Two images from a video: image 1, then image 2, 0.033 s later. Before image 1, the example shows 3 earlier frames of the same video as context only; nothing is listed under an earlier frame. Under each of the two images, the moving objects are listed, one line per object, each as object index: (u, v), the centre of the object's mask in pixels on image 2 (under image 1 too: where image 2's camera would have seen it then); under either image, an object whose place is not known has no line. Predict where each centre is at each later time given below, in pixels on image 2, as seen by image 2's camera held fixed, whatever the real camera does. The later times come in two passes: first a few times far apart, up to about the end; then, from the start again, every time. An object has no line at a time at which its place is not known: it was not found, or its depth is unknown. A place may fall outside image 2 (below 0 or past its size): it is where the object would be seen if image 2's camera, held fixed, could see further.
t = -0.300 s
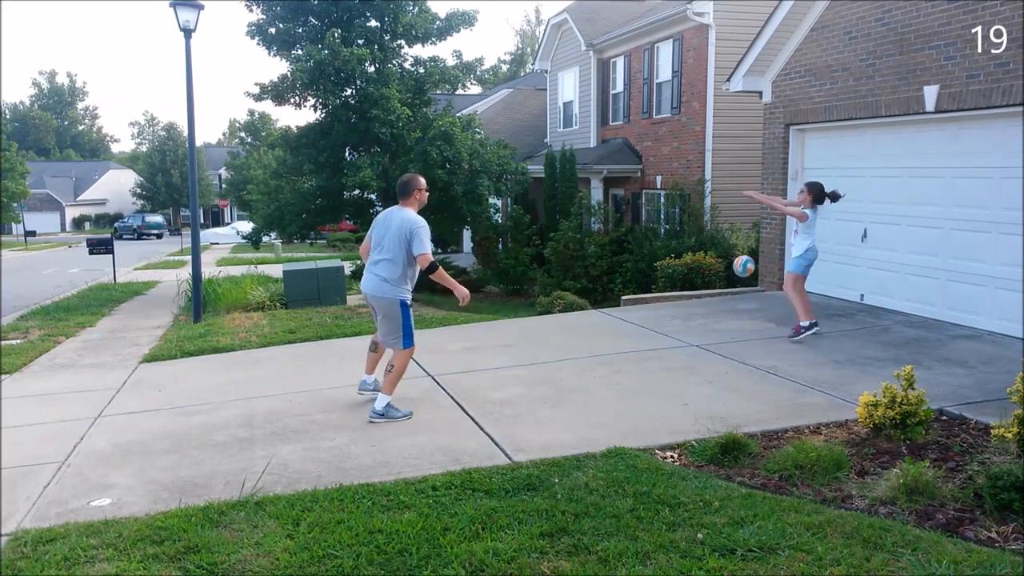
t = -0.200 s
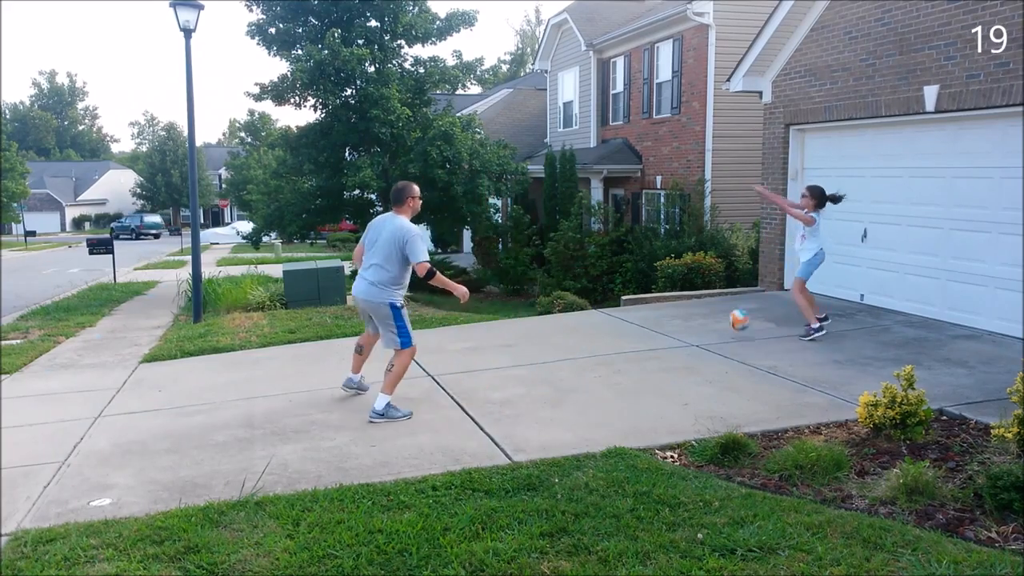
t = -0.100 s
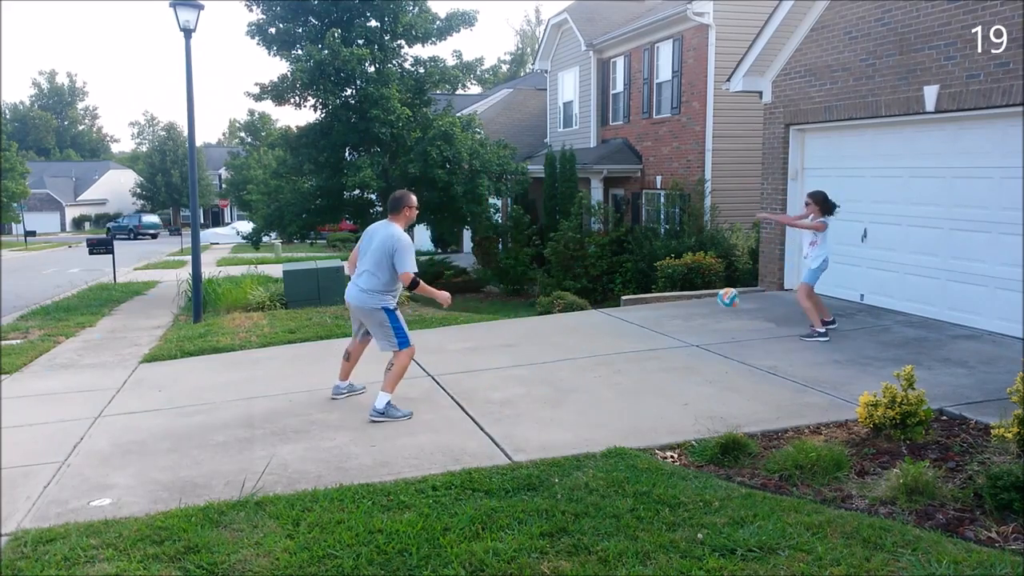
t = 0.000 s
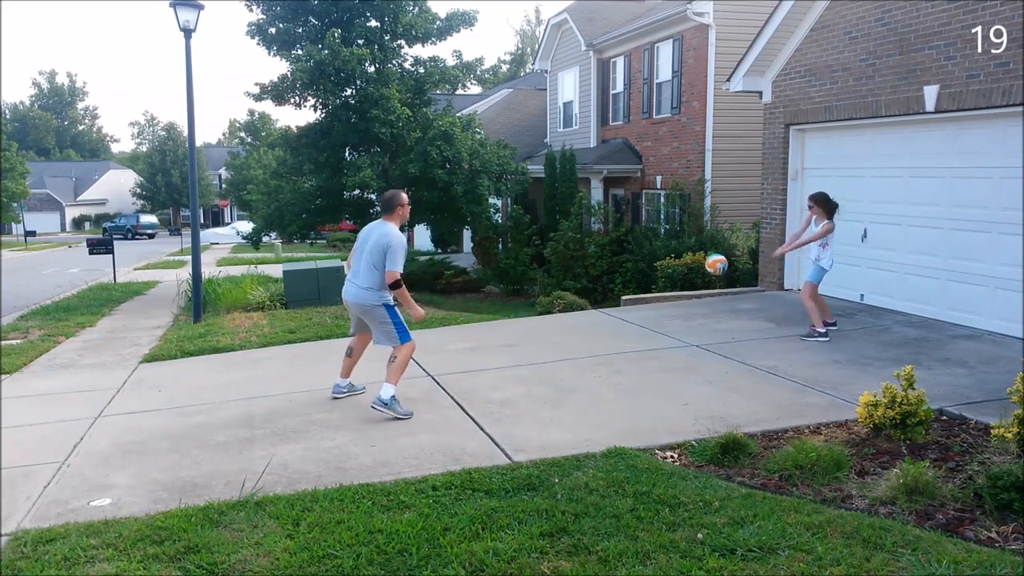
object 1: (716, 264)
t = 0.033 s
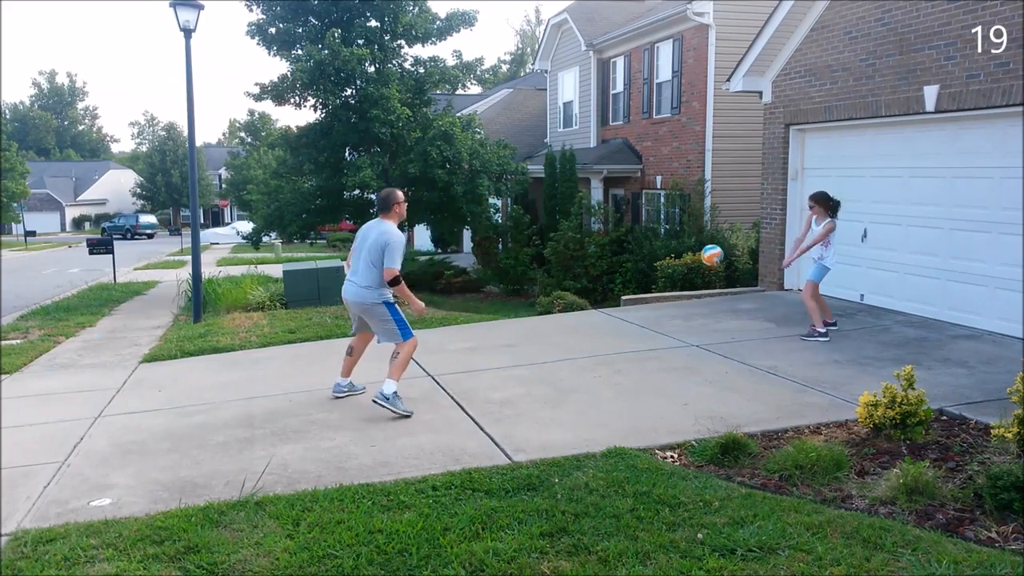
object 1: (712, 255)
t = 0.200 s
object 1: (691, 223)
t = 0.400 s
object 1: (663, 220)
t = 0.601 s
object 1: (633, 262)
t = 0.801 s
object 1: (602, 350)
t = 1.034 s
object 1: (574, 297)
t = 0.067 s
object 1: (708, 246)
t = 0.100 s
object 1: (704, 239)
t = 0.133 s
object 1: (699, 233)
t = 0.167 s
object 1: (695, 228)
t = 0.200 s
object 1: (691, 223)
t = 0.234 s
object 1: (686, 220)
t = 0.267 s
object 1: (681, 218)
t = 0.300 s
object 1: (677, 217)
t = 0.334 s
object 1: (672, 217)
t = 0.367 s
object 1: (668, 218)
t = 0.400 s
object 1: (663, 220)
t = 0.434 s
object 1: (658, 224)
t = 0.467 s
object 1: (653, 229)
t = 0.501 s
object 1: (648, 236)
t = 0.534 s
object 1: (643, 243)
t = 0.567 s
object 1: (638, 252)
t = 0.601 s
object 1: (633, 262)
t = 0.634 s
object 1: (628, 274)
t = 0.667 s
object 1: (623, 286)
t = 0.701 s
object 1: (618, 299)
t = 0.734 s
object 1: (614, 314)
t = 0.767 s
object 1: (609, 331)
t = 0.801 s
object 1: (602, 350)
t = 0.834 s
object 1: (598, 358)
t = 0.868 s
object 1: (594, 345)
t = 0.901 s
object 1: (590, 333)
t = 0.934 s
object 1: (586, 323)
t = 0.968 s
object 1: (582, 313)
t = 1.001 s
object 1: (578, 304)
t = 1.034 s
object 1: (574, 297)
